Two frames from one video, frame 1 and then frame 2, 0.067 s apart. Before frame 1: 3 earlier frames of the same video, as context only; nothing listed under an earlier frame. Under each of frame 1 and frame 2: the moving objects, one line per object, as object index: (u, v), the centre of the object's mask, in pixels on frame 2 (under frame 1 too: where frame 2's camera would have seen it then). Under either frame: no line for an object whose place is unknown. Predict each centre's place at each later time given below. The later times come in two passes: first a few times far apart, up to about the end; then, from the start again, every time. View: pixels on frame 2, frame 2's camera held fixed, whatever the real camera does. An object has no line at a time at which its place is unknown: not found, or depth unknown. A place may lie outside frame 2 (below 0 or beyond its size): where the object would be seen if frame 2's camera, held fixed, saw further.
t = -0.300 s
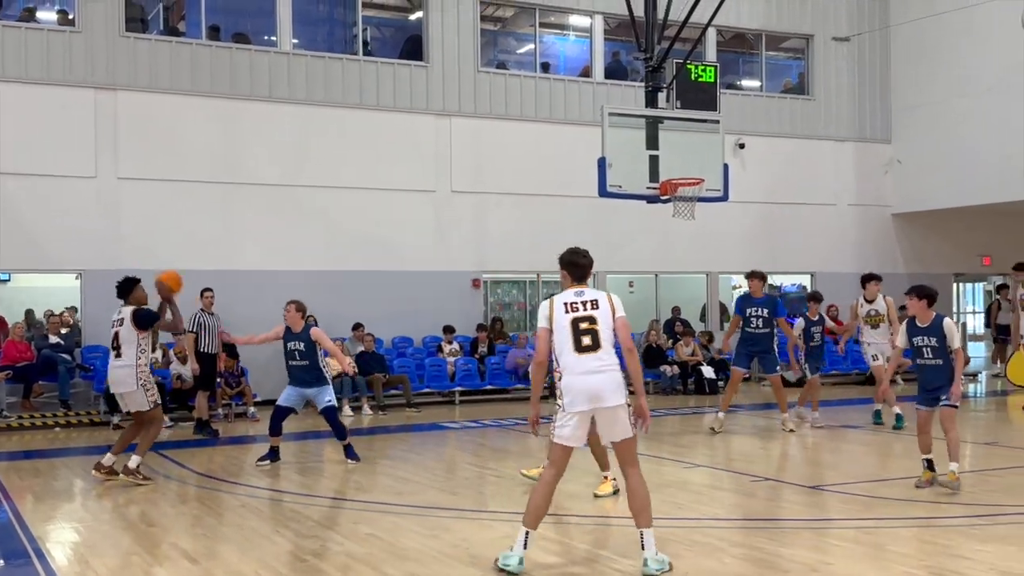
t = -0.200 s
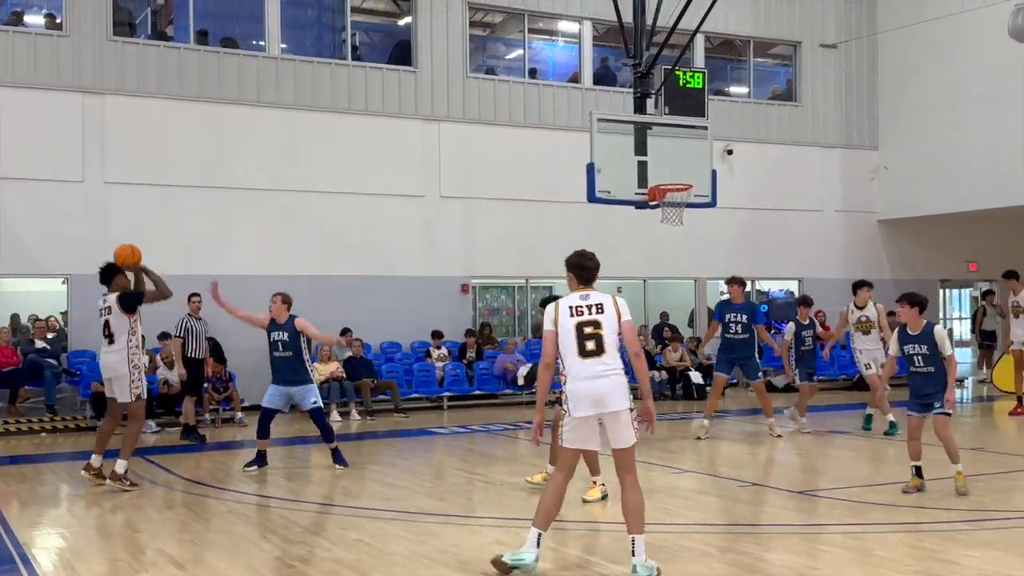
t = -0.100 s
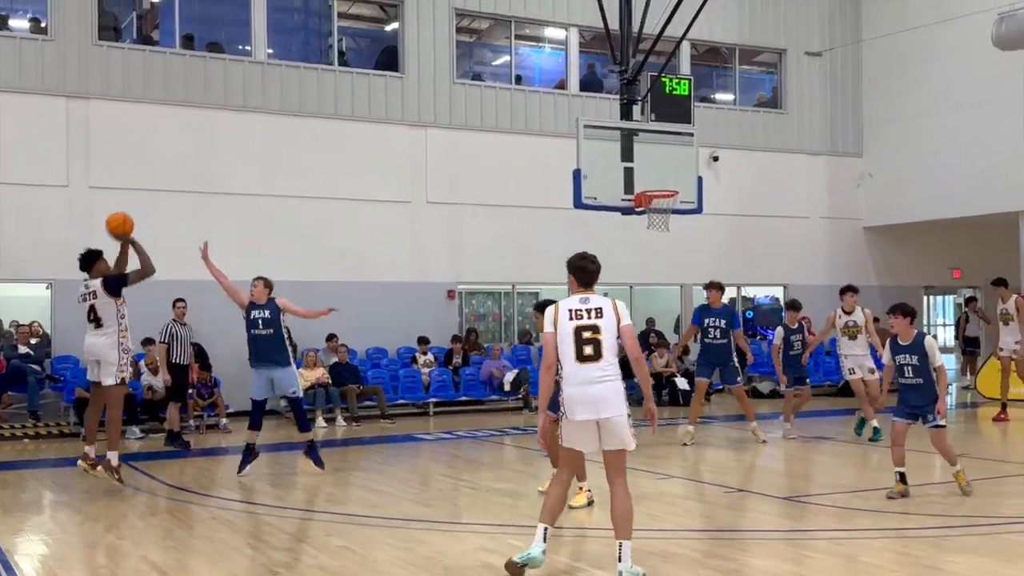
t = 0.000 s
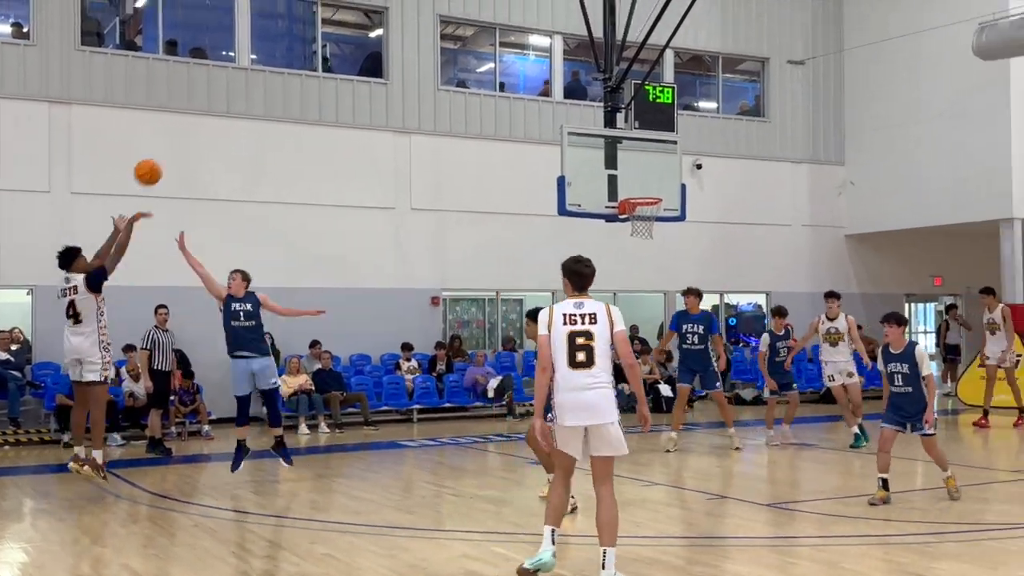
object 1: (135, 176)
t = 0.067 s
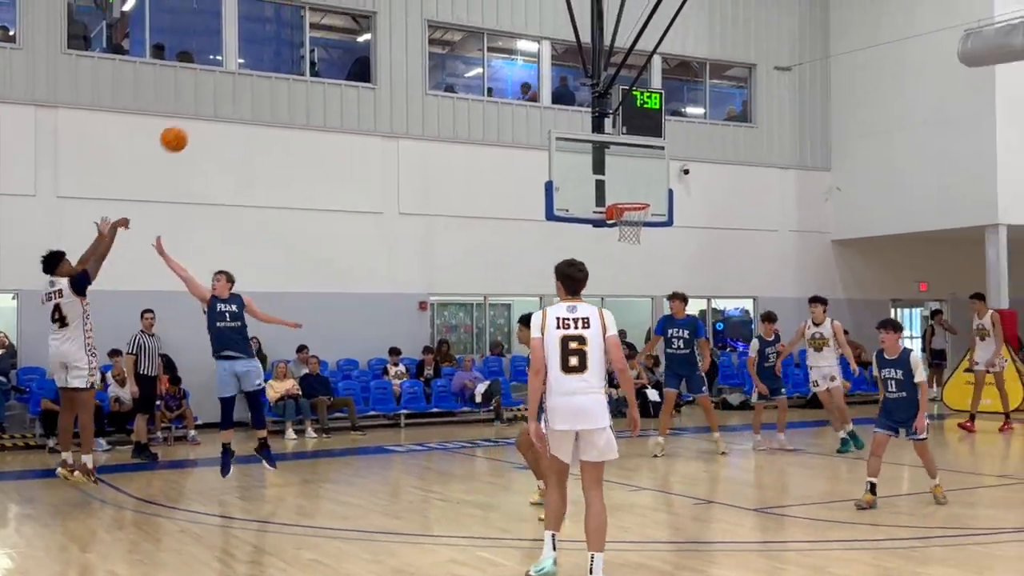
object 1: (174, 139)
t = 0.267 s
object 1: (281, 64)
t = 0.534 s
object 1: (405, 32)
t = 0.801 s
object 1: (512, 63)
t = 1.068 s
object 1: (607, 145)
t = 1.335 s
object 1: (664, 167)
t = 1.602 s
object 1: (695, 150)
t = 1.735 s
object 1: (711, 161)
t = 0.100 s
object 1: (193, 123)
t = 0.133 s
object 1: (211, 108)
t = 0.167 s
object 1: (229, 95)
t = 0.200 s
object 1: (246, 84)
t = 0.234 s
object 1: (264, 74)
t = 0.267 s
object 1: (281, 64)
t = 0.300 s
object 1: (298, 56)
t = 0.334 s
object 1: (314, 50)
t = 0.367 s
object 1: (331, 45)
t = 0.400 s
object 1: (345, 40)
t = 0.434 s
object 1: (361, 36)
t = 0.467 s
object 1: (376, 34)
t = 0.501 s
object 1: (390, 33)
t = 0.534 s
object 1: (405, 32)
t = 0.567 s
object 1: (419, 33)
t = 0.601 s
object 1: (433, 34)
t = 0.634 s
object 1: (447, 37)
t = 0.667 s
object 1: (461, 40)
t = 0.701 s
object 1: (473, 45)
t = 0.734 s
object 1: (487, 51)
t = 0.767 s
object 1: (500, 56)
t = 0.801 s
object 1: (512, 63)
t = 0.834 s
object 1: (525, 71)
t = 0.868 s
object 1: (537, 79)
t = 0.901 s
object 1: (550, 88)
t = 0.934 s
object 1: (561, 98)
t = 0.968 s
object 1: (572, 109)
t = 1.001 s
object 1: (585, 120)
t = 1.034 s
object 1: (595, 133)
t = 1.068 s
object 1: (607, 145)
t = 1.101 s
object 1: (618, 158)
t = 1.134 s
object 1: (629, 172)
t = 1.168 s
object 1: (640, 187)
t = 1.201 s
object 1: (648, 196)
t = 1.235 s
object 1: (652, 188)
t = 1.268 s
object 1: (656, 180)
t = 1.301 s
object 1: (660, 173)
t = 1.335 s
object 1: (664, 167)
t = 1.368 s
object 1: (668, 162)
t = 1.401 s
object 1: (672, 158)
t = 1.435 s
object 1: (676, 154)
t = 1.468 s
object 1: (680, 151)
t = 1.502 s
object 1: (683, 149)
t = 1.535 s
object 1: (687, 149)
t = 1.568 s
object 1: (691, 149)
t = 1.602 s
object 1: (695, 150)
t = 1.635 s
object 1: (699, 151)
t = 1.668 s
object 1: (703, 153)
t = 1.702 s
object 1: (707, 157)
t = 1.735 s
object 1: (711, 161)
